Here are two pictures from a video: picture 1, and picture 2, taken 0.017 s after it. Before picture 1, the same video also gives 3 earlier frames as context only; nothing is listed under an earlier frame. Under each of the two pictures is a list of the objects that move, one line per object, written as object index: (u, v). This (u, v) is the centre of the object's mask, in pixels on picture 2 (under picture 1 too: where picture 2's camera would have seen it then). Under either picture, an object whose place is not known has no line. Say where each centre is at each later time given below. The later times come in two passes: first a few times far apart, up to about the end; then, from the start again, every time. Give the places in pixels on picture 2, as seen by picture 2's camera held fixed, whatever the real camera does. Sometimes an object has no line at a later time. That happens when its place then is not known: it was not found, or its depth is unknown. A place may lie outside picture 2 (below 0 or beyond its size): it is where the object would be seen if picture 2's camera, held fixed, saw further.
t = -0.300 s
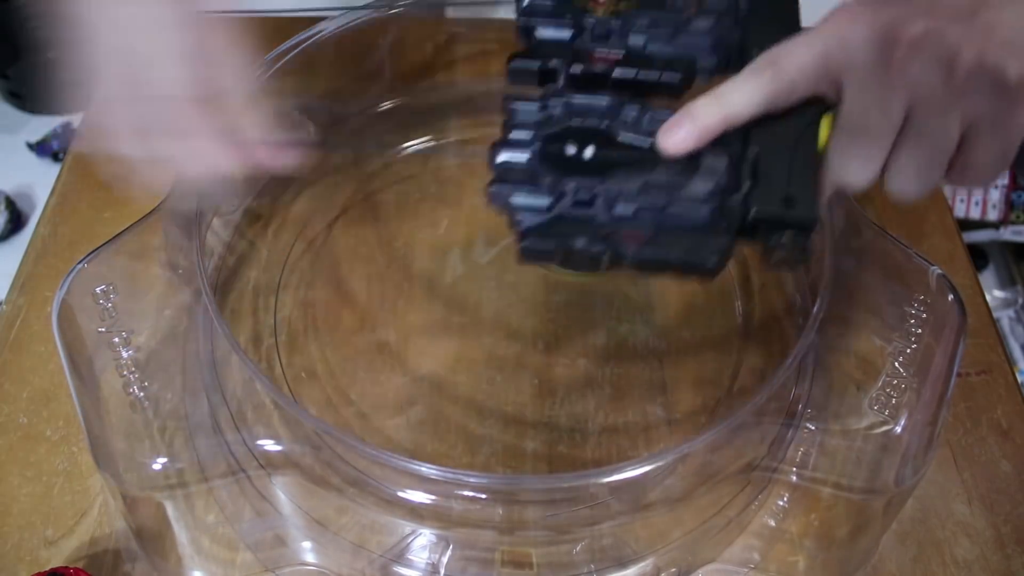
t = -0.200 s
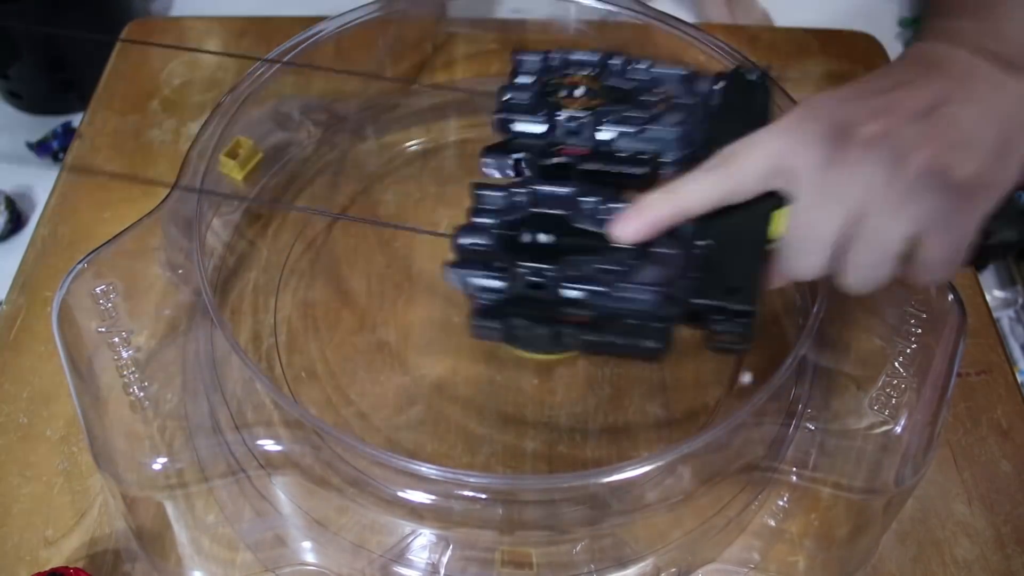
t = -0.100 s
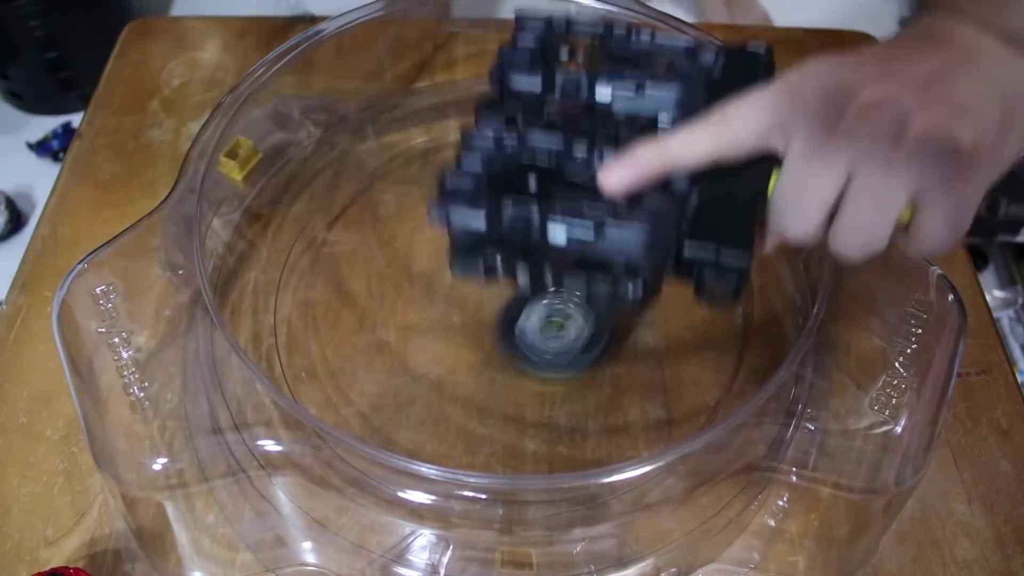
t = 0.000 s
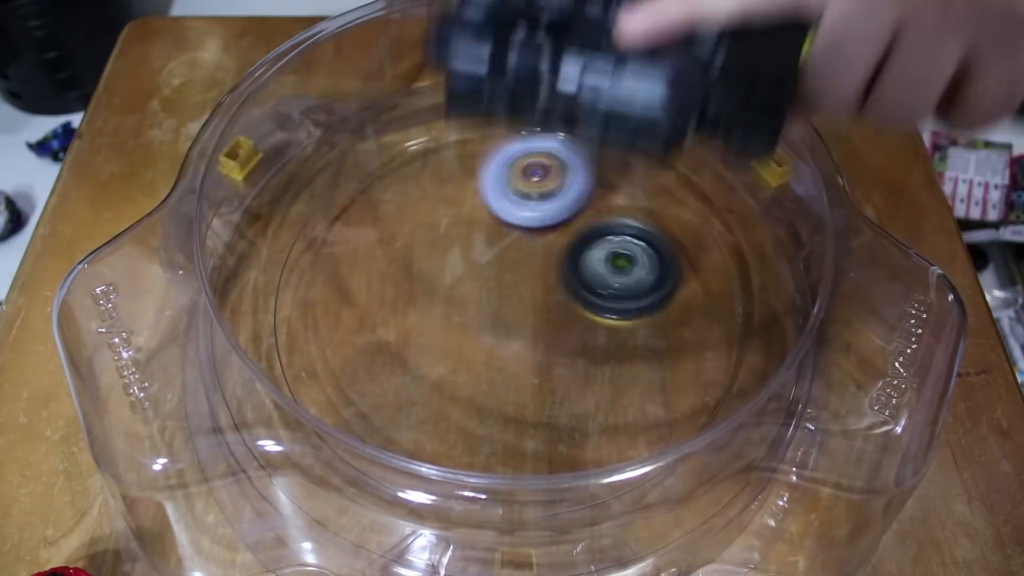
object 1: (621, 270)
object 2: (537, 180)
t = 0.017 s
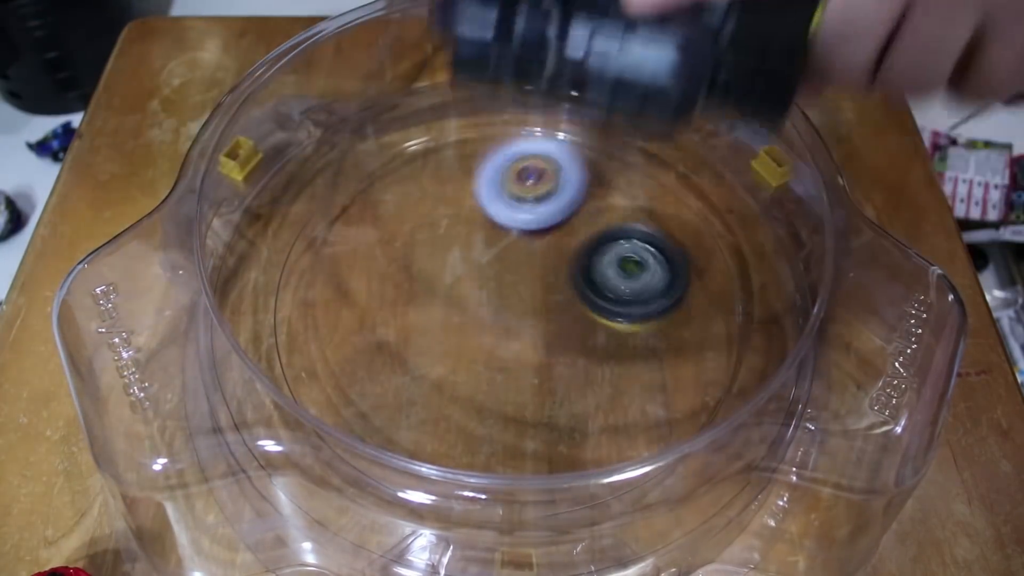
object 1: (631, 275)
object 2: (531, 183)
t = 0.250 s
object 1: (612, 215)
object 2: (453, 181)
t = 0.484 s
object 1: (588, 241)
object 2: (329, 185)
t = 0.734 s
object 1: (540, 338)
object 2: (442, 261)
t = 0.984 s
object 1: (750, 373)
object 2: (476, 218)
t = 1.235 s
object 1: (707, 223)
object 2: (460, 240)
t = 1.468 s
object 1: (392, 157)
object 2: (384, 320)
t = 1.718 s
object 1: (244, 372)
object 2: (365, 427)
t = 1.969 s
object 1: (389, 357)
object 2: (619, 390)
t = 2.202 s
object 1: (558, 253)
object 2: (685, 254)
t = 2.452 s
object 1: (430, 110)
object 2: (562, 254)
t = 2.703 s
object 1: (319, 222)
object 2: (456, 314)
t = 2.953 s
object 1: (320, 404)
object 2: (822, 338)
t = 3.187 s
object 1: (646, 379)
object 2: (804, 378)
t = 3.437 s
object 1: (504, 49)
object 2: (538, 320)
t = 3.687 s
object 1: (540, 39)
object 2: (385, 170)
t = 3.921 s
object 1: (582, 37)
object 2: (747, 297)
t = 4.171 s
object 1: (467, 55)
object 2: (779, 439)
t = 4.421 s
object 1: (509, 59)
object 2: (630, 372)
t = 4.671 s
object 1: (505, 59)
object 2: (401, 225)
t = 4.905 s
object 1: (498, 59)
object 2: (395, 192)
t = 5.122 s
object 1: (501, 59)
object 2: (469, 225)
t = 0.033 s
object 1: (639, 282)
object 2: (526, 189)
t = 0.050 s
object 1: (646, 287)
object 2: (521, 195)
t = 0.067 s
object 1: (646, 273)
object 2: (518, 187)
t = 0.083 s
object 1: (645, 259)
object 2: (515, 182)
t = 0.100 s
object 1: (641, 247)
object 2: (512, 179)
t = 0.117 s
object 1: (638, 239)
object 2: (510, 178)
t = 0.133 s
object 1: (634, 235)
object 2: (507, 182)
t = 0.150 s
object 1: (630, 234)
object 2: (504, 188)
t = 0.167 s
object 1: (625, 235)
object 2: (502, 190)
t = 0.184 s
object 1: (620, 238)
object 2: (500, 188)
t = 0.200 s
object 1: (607, 228)
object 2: (499, 189)
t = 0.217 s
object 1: (604, 220)
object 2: (487, 192)
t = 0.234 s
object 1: (608, 216)
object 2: (470, 187)
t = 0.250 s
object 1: (612, 215)
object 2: (453, 181)
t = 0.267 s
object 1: (615, 217)
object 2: (438, 178)
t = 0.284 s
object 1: (618, 222)
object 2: (422, 178)
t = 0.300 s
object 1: (620, 227)
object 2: (409, 172)
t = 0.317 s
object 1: (621, 225)
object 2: (396, 169)
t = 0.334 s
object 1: (621, 224)
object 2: (382, 170)
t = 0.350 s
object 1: (620, 227)
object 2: (369, 171)
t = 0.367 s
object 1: (619, 233)
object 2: (360, 169)
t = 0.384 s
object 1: (616, 232)
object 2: (351, 171)
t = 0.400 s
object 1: (613, 232)
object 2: (345, 170)
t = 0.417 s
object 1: (610, 233)
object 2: (340, 172)
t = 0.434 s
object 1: (606, 234)
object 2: (335, 175)
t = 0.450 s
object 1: (602, 236)
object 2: (332, 177)
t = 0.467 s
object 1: (595, 238)
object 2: (329, 182)
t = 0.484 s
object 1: (588, 241)
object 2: (329, 185)
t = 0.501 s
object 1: (581, 243)
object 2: (329, 188)
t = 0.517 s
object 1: (575, 246)
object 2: (331, 194)
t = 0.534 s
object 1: (568, 250)
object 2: (335, 198)
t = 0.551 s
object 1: (560, 255)
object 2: (339, 204)
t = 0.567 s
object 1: (554, 260)
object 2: (344, 210)
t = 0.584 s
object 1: (549, 266)
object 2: (351, 217)
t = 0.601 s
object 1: (543, 272)
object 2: (358, 222)
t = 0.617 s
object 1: (538, 279)
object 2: (367, 228)
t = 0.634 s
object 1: (534, 285)
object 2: (376, 233)
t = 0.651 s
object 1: (531, 292)
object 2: (388, 240)
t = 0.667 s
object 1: (530, 298)
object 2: (398, 245)
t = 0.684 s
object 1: (529, 306)
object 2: (410, 250)
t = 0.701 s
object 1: (529, 315)
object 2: (422, 256)
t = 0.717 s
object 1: (530, 324)
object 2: (435, 260)
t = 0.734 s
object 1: (540, 338)
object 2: (442, 261)
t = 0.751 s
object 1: (556, 355)
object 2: (445, 258)
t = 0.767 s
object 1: (571, 370)
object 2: (448, 253)
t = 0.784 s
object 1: (589, 383)
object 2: (450, 250)
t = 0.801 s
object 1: (607, 395)
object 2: (452, 245)
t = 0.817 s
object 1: (627, 403)
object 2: (455, 241)
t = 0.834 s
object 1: (645, 407)
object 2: (457, 238)
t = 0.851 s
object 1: (661, 405)
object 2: (460, 234)
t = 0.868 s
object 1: (685, 414)
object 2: (462, 232)
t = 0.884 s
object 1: (697, 408)
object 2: (464, 228)
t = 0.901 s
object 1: (707, 400)
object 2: (467, 226)
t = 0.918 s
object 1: (716, 396)
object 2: (468, 223)
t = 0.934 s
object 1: (723, 394)
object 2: (470, 222)
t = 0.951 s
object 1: (732, 385)
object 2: (473, 219)
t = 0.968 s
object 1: (742, 378)
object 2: (474, 218)
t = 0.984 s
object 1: (750, 373)
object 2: (476, 218)
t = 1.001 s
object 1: (756, 363)
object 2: (477, 217)
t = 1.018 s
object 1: (762, 352)
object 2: (478, 217)
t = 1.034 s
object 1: (766, 345)
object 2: (479, 217)
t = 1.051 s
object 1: (770, 333)
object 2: (480, 218)
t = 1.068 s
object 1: (772, 324)
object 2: (480, 219)
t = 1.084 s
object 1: (773, 313)
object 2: (481, 220)
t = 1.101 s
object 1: (766, 300)
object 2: (480, 221)
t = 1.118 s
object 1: (765, 292)
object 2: (479, 223)
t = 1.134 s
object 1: (764, 281)
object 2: (478, 225)
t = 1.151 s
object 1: (759, 270)
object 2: (475, 227)
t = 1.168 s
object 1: (751, 260)
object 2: (474, 229)
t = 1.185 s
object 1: (743, 249)
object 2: (471, 232)
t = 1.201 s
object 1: (733, 239)
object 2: (468, 234)
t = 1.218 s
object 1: (720, 229)
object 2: (465, 237)
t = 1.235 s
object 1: (707, 223)
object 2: (460, 240)
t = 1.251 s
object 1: (687, 213)
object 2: (456, 243)
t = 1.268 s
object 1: (668, 205)
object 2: (452, 246)
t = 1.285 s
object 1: (649, 199)
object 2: (449, 248)
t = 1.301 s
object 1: (625, 192)
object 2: (444, 250)
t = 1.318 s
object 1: (601, 188)
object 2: (440, 253)
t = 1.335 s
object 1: (576, 186)
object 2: (438, 255)
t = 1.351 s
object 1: (548, 184)
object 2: (434, 257)
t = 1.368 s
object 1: (520, 184)
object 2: (432, 259)
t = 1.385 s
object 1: (494, 185)
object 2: (429, 259)
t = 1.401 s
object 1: (469, 181)
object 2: (421, 269)
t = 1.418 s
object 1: (449, 174)
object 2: (411, 279)
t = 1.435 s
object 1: (431, 166)
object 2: (401, 291)
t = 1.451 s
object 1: (410, 162)
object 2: (392, 305)
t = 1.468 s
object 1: (392, 157)
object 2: (384, 320)
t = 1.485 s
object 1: (372, 157)
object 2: (375, 331)
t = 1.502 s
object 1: (354, 157)
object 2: (368, 344)
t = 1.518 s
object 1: (338, 158)
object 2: (362, 355)
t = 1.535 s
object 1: (324, 163)
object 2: (357, 365)
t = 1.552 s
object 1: (310, 173)
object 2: (355, 374)
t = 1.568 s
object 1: (296, 183)
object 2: (350, 382)
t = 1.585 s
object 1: (282, 194)
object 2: (347, 391)
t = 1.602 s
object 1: (269, 207)
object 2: (345, 401)
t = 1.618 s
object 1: (258, 222)
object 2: (345, 406)
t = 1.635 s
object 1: (253, 244)
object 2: (346, 411)
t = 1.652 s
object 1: (253, 264)
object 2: (347, 416)
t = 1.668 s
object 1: (247, 287)
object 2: (350, 422)
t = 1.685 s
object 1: (242, 314)
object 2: (352, 422)
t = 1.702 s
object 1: (243, 344)
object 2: (357, 424)
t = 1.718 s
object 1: (244, 372)
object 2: (365, 427)
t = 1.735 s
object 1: (243, 396)
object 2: (381, 432)
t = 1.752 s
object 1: (242, 419)
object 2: (400, 438)
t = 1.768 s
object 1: (246, 441)
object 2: (419, 442)
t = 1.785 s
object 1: (254, 468)
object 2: (439, 443)
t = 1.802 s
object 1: (261, 464)
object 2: (459, 444)
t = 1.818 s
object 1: (268, 449)
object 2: (478, 444)
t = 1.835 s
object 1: (274, 436)
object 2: (499, 440)
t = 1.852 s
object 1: (283, 423)
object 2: (515, 438)
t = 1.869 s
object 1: (294, 412)
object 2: (532, 429)
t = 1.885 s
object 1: (305, 401)
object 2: (549, 426)
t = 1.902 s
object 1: (320, 393)
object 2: (565, 420)
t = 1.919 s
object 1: (338, 380)
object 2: (581, 414)
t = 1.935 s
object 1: (352, 373)
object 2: (594, 407)
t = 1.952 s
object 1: (370, 363)
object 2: (607, 397)
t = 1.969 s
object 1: (389, 357)
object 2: (619, 390)
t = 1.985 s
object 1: (408, 352)
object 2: (628, 380)
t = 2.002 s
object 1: (427, 344)
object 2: (638, 369)
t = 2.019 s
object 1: (447, 340)
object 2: (645, 358)
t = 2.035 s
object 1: (465, 334)
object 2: (652, 346)
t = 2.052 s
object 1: (481, 328)
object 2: (657, 338)
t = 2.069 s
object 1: (498, 323)
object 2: (661, 324)
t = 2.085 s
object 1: (514, 318)
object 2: (665, 314)
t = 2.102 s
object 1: (527, 311)
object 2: (667, 306)
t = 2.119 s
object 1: (540, 304)
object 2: (667, 295)
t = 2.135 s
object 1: (551, 296)
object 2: (667, 284)
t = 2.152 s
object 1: (560, 288)
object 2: (666, 276)
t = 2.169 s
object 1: (562, 277)
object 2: (674, 268)
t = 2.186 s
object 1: (560, 264)
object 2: (678, 261)
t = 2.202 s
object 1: (558, 253)
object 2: (685, 254)
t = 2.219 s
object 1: (557, 240)
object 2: (688, 248)
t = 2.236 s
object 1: (554, 228)
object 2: (688, 243)
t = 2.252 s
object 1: (551, 215)
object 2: (683, 239)
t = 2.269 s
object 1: (546, 202)
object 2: (676, 238)
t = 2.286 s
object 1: (540, 191)
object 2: (669, 237)
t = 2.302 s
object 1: (533, 178)
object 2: (661, 235)
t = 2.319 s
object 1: (525, 167)
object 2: (651, 236)
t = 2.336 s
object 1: (514, 155)
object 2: (640, 237)
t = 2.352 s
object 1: (505, 146)
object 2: (629, 238)
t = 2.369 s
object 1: (495, 136)
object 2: (619, 239)
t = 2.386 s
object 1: (482, 128)
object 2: (607, 241)
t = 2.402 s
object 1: (469, 122)
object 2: (596, 245)
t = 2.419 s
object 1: (456, 117)
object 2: (584, 247)
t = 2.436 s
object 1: (443, 112)
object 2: (572, 249)
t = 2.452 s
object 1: (430, 110)
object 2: (562, 254)
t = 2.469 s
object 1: (417, 112)
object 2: (551, 258)
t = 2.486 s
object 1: (404, 115)
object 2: (540, 260)
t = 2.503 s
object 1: (393, 116)
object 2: (528, 263)
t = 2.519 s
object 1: (382, 120)
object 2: (518, 270)
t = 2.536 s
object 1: (374, 123)
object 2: (508, 272)
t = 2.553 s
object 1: (365, 128)
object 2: (499, 274)
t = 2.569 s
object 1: (358, 133)
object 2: (491, 280)
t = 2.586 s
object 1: (349, 140)
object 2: (484, 287)
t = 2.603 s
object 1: (342, 148)
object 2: (476, 290)
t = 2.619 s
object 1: (337, 155)
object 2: (469, 294)
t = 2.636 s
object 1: (333, 165)
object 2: (464, 298)
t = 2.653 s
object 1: (328, 177)
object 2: (461, 301)
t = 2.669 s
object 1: (324, 193)
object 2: (457, 305)
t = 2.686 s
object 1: (321, 207)
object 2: (456, 308)
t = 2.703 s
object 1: (319, 222)
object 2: (456, 314)
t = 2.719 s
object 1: (322, 237)
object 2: (458, 317)
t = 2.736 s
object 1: (326, 257)
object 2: (461, 320)
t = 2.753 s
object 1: (332, 274)
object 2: (465, 325)
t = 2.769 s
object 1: (343, 291)
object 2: (471, 329)
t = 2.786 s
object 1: (356, 309)
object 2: (479, 332)
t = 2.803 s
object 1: (352, 319)
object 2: (504, 340)
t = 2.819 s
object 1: (336, 328)
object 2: (546, 343)
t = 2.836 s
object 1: (322, 339)
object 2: (587, 348)
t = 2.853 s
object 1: (312, 346)
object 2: (624, 350)
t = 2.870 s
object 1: (304, 356)
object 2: (661, 351)
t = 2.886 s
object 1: (300, 365)
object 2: (699, 351)
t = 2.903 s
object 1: (300, 373)
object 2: (730, 345)
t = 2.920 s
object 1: (303, 383)
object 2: (765, 343)
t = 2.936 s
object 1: (309, 392)
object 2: (794, 341)
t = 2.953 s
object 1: (320, 404)
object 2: (822, 338)
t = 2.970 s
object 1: (334, 414)
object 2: (841, 333)
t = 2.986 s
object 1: (349, 424)
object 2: (862, 335)
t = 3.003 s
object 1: (369, 433)
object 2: (872, 349)
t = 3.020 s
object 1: (390, 441)
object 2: (869, 366)
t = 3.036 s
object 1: (414, 448)
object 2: (860, 383)
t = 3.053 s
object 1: (439, 451)
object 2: (866, 384)
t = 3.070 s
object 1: (466, 450)
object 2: (848, 379)
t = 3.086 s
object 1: (494, 437)
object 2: (853, 374)
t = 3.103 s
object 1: (522, 437)
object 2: (862, 371)
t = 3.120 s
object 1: (550, 430)
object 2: (870, 370)
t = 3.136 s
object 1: (576, 424)
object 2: (864, 370)
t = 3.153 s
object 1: (603, 413)
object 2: (847, 369)
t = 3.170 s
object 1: (627, 396)
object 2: (822, 370)
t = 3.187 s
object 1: (646, 379)
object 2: (804, 378)
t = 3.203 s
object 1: (659, 358)
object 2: (780, 384)
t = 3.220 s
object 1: (668, 337)
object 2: (765, 394)
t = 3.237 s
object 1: (666, 308)
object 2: (769, 397)
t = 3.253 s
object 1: (658, 273)
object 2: (777, 397)
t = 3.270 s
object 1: (648, 244)
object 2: (788, 402)
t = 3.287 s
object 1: (639, 219)
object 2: (789, 411)
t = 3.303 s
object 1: (631, 195)
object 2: (776, 419)
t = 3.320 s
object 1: (620, 170)
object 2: (752, 428)
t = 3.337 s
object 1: (609, 146)
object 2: (726, 441)
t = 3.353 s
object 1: (597, 125)
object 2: (702, 424)
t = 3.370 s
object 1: (581, 105)
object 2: (672, 400)
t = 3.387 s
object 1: (562, 86)
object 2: (641, 375)
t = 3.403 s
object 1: (543, 70)
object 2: (607, 354)
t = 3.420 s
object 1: (522, 57)
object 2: (571, 335)
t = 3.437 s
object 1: (504, 49)
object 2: (538, 320)
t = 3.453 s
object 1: (485, 43)
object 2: (506, 308)
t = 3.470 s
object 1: (469, 35)
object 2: (475, 302)
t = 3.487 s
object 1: (454, 32)
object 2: (447, 297)
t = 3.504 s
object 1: (445, 42)
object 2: (420, 293)
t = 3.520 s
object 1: (448, 34)
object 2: (401, 267)
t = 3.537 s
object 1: (458, 27)
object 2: (382, 237)
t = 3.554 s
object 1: (468, 25)
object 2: (365, 209)
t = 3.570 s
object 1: (478, 24)
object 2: (348, 183)
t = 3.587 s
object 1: (486, 25)
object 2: (333, 161)
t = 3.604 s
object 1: (494, 29)
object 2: (320, 144)
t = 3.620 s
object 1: (502, 37)
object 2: (305, 129)
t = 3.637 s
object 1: (513, 39)
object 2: (312, 126)
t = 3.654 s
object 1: (523, 32)
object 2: (334, 139)
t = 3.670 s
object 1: (530, 37)
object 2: (359, 154)
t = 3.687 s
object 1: (540, 39)
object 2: (385, 170)
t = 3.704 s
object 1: (549, 43)
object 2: (415, 176)
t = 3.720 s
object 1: (560, 42)
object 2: (443, 187)
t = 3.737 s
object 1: (570, 45)
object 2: (471, 202)
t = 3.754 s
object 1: (578, 48)
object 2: (500, 213)
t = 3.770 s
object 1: (580, 45)
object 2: (523, 218)
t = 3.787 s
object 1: (577, 45)
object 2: (553, 227)
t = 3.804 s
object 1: (579, 43)
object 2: (581, 237)
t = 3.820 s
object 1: (585, 44)
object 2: (610, 244)
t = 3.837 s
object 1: (598, 49)
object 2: (635, 253)
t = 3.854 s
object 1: (602, 55)
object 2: (660, 265)
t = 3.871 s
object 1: (603, 56)
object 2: (682, 272)
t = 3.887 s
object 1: (599, 56)
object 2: (705, 277)
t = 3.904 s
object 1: (590, 44)
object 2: (725, 284)
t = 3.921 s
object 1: (582, 37)
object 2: (747, 297)
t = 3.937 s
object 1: (570, 32)
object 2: (761, 308)
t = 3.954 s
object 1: (562, 31)
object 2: (772, 315)
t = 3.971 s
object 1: (549, 37)
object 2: (784, 321)
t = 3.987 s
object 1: (539, 36)
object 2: (795, 332)
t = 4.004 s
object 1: (523, 46)
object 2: (804, 348)
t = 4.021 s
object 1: (514, 42)
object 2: (809, 364)
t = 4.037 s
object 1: (504, 23)
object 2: (813, 384)
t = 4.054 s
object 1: (485, 27)
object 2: (817, 391)
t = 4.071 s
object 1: (475, 34)
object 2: (817, 394)
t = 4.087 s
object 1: (462, 42)
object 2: (815, 398)
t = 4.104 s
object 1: (443, 51)
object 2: (808, 404)
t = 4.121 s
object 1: (445, 53)
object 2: (803, 413)
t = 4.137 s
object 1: (453, 53)
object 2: (796, 424)
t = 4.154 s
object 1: (461, 54)
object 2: (783, 438)
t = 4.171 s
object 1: (467, 55)
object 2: (779, 439)
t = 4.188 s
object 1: (472, 57)
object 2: (778, 439)
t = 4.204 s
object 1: (477, 61)
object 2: (776, 440)
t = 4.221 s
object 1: (481, 63)
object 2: (771, 443)
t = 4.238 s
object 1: (485, 63)
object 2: (766, 443)
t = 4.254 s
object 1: (488, 60)
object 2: (757, 437)
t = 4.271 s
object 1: (490, 59)
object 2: (746, 435)
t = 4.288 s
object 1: (493, 59)
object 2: (735, 435)
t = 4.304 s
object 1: (495, 58)
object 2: (727, 427)
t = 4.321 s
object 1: (497, 58)
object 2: (716, 415)
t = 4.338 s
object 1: (499, 58)
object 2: (704, 409)
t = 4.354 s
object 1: (501, 59)
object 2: (688, 402)
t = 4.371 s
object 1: (504, 58)
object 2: (678, 399)
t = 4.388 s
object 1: (505, 59)
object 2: (663, 388)
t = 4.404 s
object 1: (507, 60)
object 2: (651, 382)
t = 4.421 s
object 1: (509, 59)
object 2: (630, 372)
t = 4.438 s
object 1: (510, 60)
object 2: (618, 370)
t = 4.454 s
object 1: (511, 60)
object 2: (594, 350)
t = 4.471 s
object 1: (511, 59)
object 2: (580, 338)
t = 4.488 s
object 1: (510, 60)
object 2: (558, 322)
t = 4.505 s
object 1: (510, 60)
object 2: (539, 313)
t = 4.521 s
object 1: (509, 60)
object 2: (522, 305)
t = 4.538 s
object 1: (509, 60)
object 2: (501, 299)
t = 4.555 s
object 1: (509, 59)
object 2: (487, 287)
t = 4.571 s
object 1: (508, 60)
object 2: (470, 274)
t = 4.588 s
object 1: (507, 60)
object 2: (456, 264)
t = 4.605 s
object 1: (507, 60)
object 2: (442, 258)
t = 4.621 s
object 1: (507, 59)
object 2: (431, 245)
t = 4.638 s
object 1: (506, 59)
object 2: (420, 238)
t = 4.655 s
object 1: (505, 59)
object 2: (412, 231)
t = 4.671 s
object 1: (505, 59)
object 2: (401, 225)
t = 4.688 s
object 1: (504, 59)
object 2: (395, 219)
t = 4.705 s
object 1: (503, 59)
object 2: (388, 214)
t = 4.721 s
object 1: (503, 59)
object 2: (385, 209)
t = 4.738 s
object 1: (502, 59)
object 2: (380, 205)
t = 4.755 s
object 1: (502, 58)
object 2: (380, 202)
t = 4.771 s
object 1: (501, 59)
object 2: (377, 199)
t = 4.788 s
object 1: (500, 59)
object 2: (379, 198)
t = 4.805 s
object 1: (500, 59)
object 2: (377, 194)
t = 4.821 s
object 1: (499, 59)
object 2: (380, 193)
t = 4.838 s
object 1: (499, 59)
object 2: (380, 190)
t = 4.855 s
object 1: (499, 59)
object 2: (385, 191)
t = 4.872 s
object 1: (498, 59)
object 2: (385, 189)
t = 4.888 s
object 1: (498, 59)
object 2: (392, 192)
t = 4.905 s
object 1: (498, 59)
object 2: (395, 192)
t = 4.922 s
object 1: (498, 59)
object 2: (402, 195)
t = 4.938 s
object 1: (498, 59)
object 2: (406, 197)
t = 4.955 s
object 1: (498, 59)
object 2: (414, 200)
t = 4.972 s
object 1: (498, 59)
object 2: (417, 201)
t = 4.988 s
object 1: (498, 59)
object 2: (425, 206)
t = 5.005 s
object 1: (499, 59)
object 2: (429, 207)
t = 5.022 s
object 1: (499, 59)
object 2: (436, 211)
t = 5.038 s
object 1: (499, 59)
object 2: (440, 211)
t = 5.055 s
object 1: (499, 59)
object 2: (447, 216)
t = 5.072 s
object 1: (500, 59)
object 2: (451, 216)
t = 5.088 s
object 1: (500, 59)
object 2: (459, 221)
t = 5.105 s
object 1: (500, 59)
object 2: (462, 223)
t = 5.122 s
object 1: (501, 59)
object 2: (469, 225)
